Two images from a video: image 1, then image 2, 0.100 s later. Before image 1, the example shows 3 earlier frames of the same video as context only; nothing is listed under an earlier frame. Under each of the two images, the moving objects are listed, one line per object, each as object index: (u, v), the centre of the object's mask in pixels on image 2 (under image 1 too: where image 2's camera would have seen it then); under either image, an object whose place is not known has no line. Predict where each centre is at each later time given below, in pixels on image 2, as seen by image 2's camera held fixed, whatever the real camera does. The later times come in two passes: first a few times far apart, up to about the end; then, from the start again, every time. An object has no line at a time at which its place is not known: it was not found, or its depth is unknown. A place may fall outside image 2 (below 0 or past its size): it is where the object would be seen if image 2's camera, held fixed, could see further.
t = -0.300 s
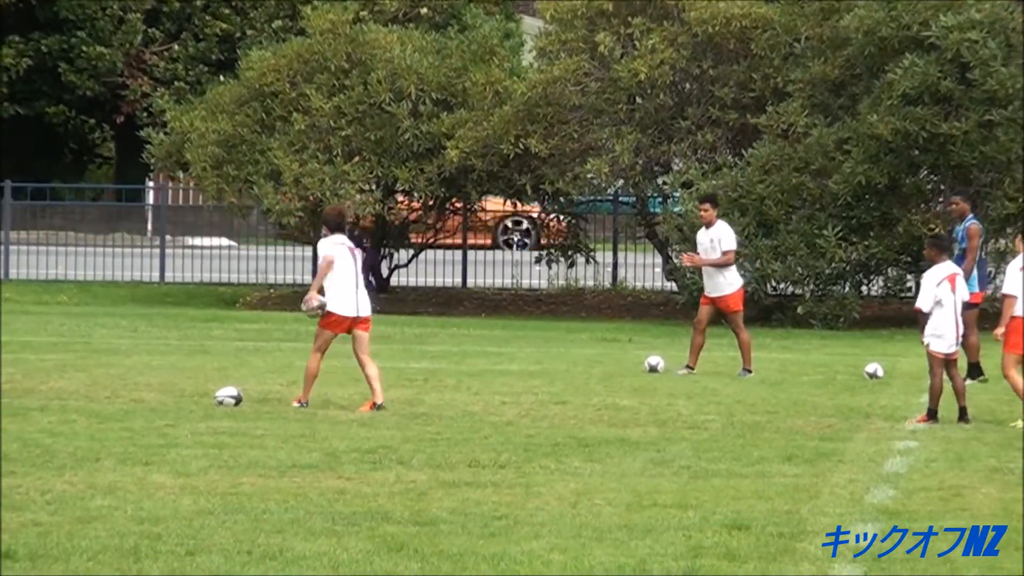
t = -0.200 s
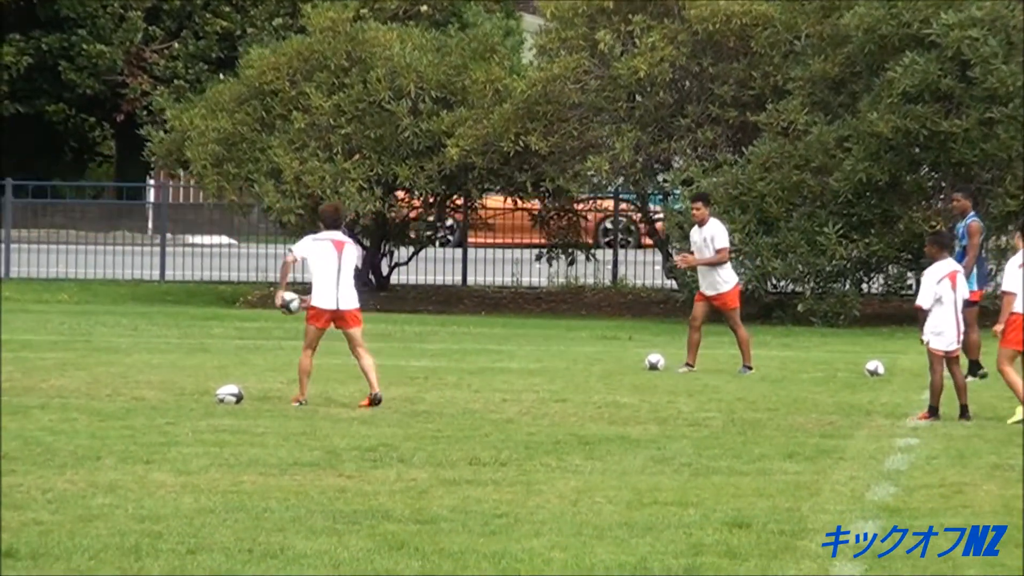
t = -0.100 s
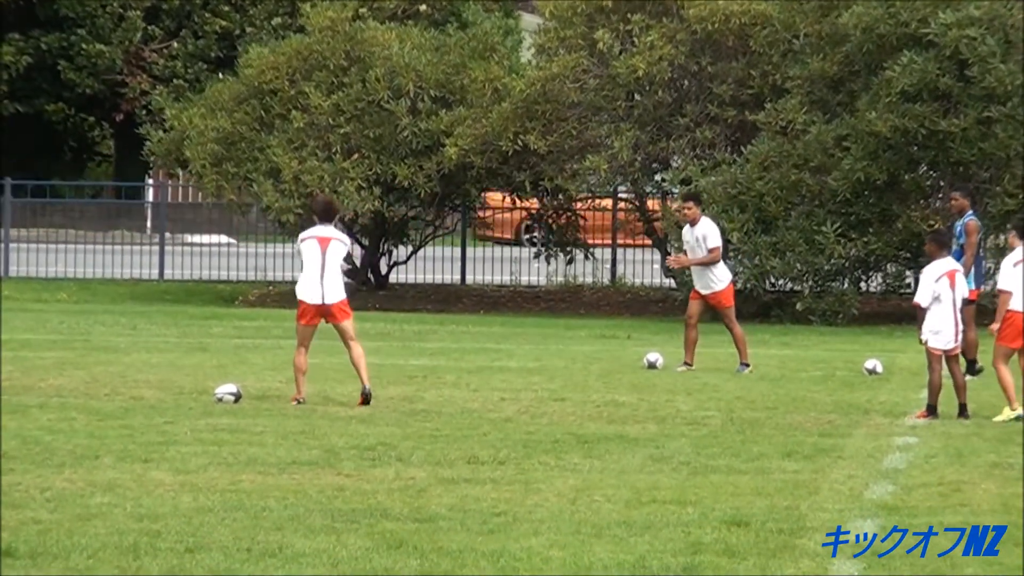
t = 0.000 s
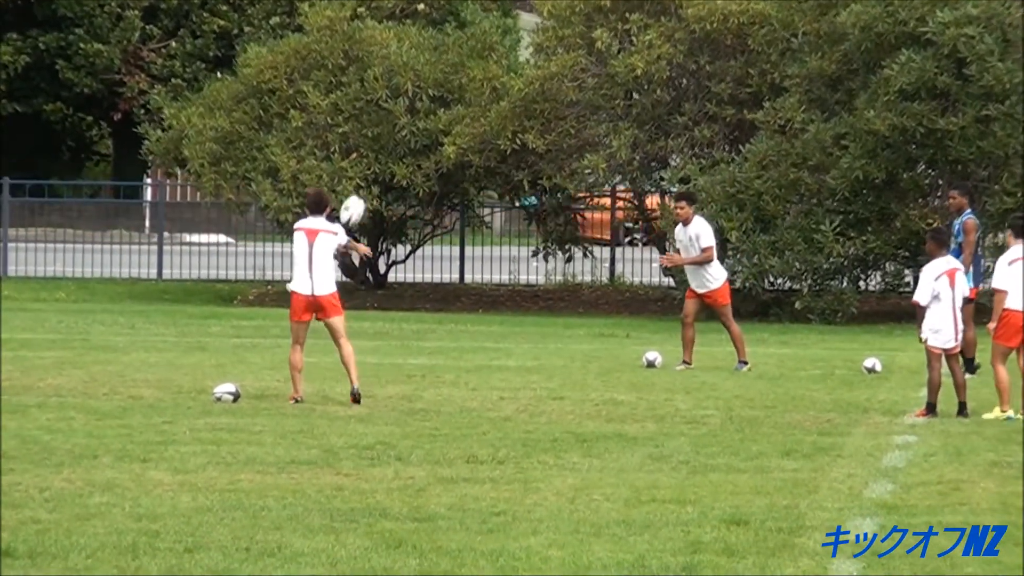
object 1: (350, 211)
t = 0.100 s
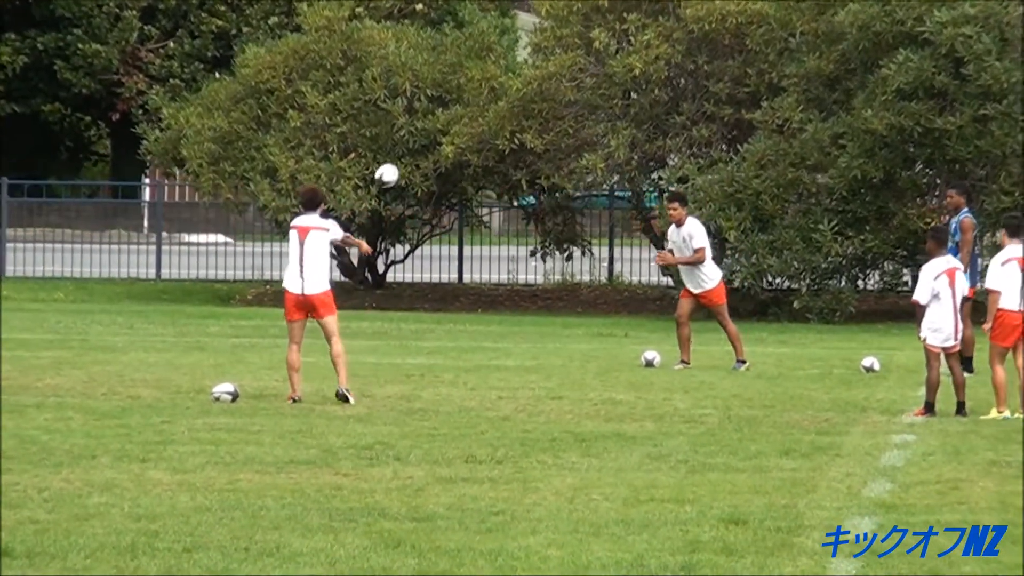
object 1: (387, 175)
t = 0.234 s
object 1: (432, 143)
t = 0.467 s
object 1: (507, 129)
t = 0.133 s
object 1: (399, 164)
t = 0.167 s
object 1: (409, 157)
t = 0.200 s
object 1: (421, 149)
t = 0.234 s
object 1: (432, 143)
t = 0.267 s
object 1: (443, 138)
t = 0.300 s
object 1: (454, 134)
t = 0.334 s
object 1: (466, 130)
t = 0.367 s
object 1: (476, 127)
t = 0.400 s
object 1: (486, 127)
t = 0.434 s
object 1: (496, 128)
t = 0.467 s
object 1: (507, 129)
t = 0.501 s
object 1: (517, 131)
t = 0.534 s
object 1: (528, 133)
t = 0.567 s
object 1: (538, 137)
